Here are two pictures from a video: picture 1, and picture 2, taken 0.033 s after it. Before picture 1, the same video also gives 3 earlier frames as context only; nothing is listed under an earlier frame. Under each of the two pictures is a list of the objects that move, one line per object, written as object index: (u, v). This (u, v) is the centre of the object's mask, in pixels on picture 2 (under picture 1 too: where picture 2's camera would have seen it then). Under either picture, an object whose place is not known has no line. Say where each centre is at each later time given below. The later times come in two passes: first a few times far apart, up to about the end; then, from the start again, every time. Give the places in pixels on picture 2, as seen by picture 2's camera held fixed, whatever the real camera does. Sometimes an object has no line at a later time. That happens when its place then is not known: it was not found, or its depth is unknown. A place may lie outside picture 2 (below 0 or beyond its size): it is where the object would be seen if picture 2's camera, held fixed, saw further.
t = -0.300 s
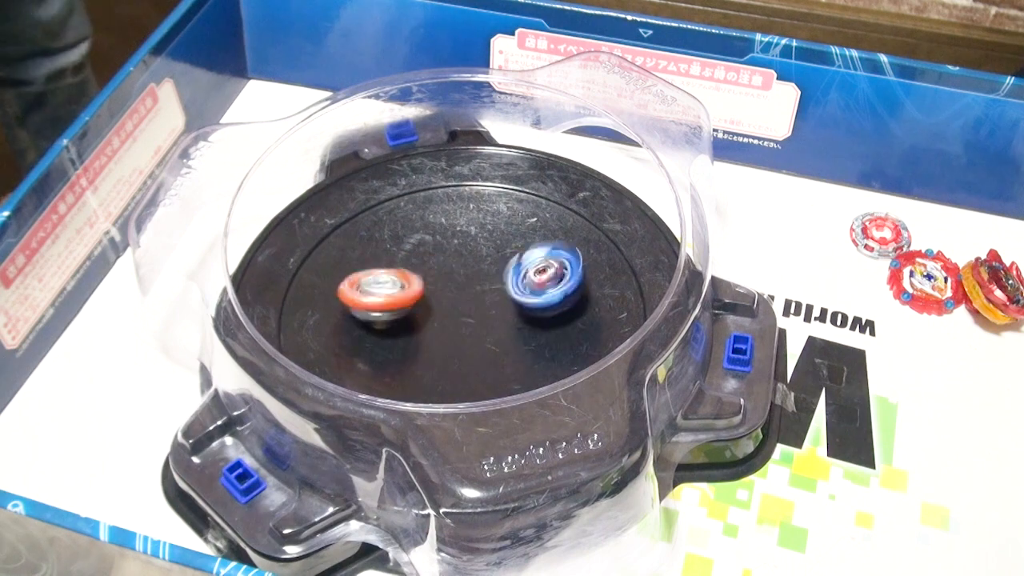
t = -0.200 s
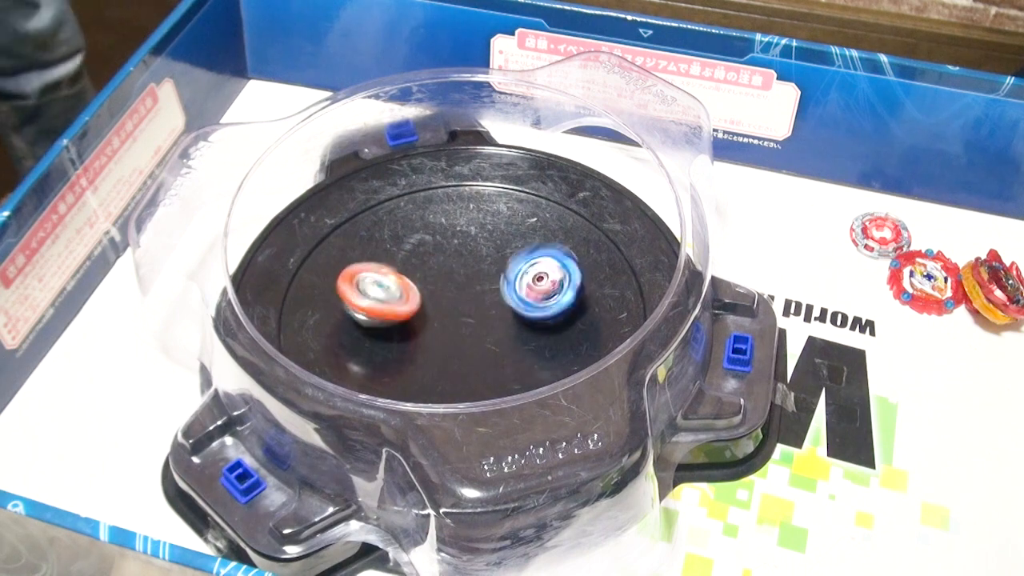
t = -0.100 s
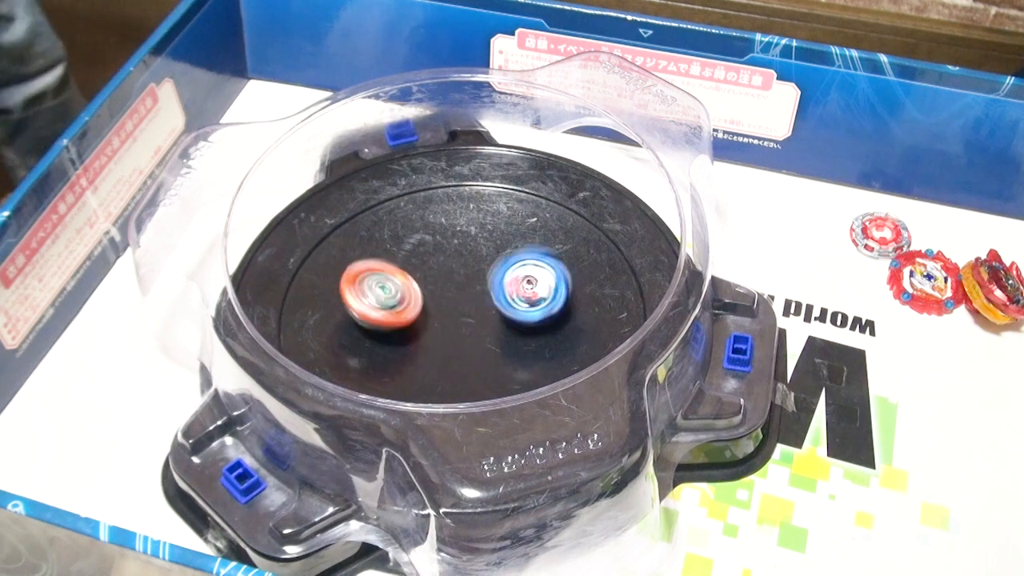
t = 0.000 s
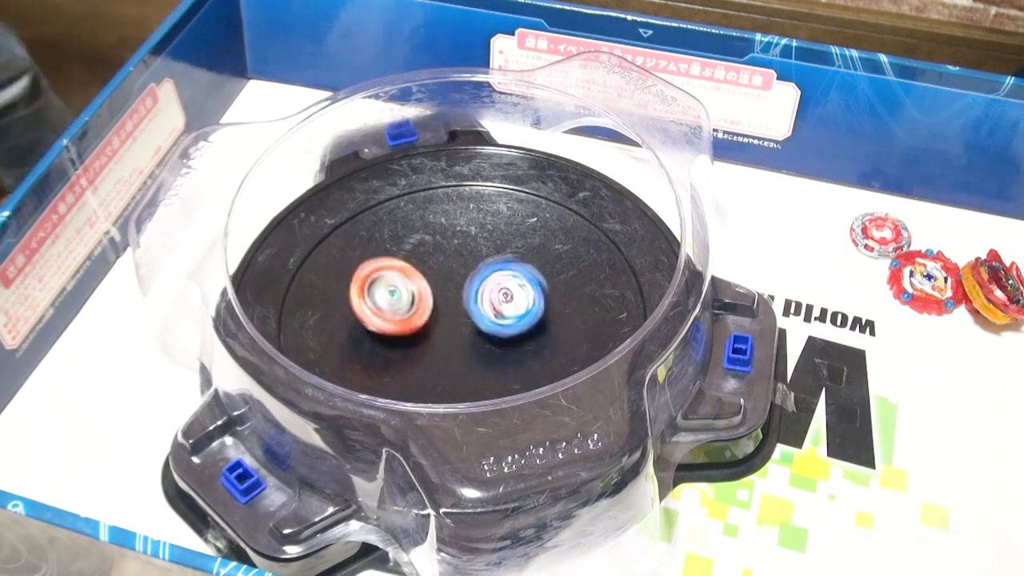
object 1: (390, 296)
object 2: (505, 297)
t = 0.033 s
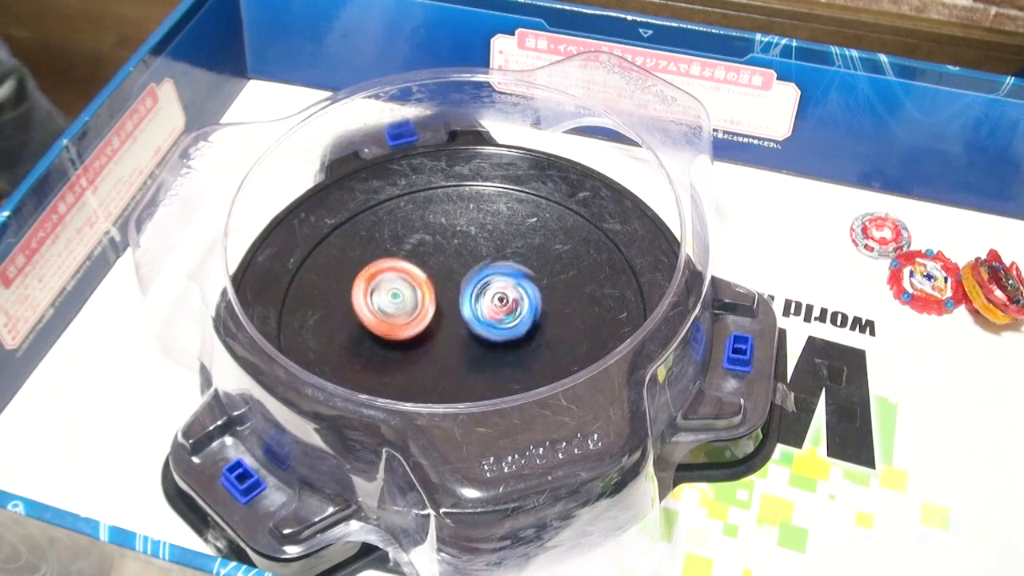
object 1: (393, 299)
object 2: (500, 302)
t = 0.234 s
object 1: (407, 295)
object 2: (492, 338)
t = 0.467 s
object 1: (422, 313)
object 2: (492, 361)
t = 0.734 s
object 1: (413, 319)
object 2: (503, 342)
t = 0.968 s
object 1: (413, 304)
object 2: (495, 326)
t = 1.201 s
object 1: (418, 298)
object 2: (491, 332)
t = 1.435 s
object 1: (415, 300)
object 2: (491, 336)
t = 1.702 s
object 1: (415, 294)
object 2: (503, 328)
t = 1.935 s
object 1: (430, 297)
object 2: (509, 329)
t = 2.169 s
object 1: (428, 298)
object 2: (522, 338)
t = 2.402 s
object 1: (441, 306)
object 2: (517, 333)
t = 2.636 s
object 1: (433, 299)
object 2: (514, 334)
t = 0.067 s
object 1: (397, 297)
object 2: (496, 307)
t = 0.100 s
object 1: (403, 299)
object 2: (492, 311)
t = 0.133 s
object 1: (406, 300)
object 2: (489, 317)
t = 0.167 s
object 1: (406, 297)
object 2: (491, 324)
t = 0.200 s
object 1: (405, 297)
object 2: (493, 332)
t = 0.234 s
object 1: (407, 295)
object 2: (492, 338)
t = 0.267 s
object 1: (410, 297)
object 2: (493, 346)
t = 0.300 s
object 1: (411, 299)
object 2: (493, 351)
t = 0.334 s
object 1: (415, 300)
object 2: (494, 355)
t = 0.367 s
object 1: (418, 304)
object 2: (494, 358)
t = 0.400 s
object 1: (420, 306)
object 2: (495, 360)
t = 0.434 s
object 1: (422, 310)
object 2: (493, 361)
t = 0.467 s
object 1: (422, 313)
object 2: (492, 361)
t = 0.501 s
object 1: (423, 315)
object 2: (491, 360)
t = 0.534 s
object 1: (424, 319)
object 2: (490, 360)
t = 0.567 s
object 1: (424, 322)
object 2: (489, 358)
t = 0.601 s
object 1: (421, 324)
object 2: (491, 356)
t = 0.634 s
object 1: (418, 323)
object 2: (496, 352)
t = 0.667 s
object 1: (419, 323)
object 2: (497, 347)
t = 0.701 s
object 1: (416, 321)
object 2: (499, 345)
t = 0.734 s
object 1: (413, 319)
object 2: (503, 342)
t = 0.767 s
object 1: (415, 318)
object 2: (503, 338)
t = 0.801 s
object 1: (416, 317)
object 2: (498, 335)
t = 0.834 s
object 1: (416, 316)
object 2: (494, 334)
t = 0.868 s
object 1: (416, 316)
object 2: (494, 333)
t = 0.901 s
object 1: (416, 314)
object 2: (495, 330)
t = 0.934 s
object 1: (417, 311)
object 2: (494, 325)
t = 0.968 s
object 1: (413, 304)
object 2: (495, 326)
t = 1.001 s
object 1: (409, 297)
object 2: (503, 329)
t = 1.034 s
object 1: (410, 293)
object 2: (511, 328)
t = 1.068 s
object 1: (413, 293)
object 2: (512, 326)
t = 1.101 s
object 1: (416, 295)
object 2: (507, 323)
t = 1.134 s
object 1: (416, 298)
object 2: (499, 323)
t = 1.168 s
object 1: (417, 299)
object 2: (493, 327)
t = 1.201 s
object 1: (418, 298)
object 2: (491, 332)
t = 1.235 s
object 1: (420, 295)
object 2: (496, 334)
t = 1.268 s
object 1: (422, 295)
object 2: (499, 335)
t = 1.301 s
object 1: (423, 298)
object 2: (496, 333)
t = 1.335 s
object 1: (420, 300)
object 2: (495, 333)
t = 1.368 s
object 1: (419, 298)
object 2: (495, 335)
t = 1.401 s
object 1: (417, 299)
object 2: (494, 336)
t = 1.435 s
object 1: (415, 300)
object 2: (491, 336)
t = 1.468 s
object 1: (415, 300)
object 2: (489, 336)
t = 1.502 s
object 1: (415, 300)
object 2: (486, 334)
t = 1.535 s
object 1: (415, 301)
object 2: (486, 334)
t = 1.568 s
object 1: (414, 300)
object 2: (486, 332)
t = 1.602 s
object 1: (414, 299)
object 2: (487, 331)
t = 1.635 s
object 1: (411, 297)
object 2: (495, 332)
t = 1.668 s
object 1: (411, 294)
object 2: (501, 330)
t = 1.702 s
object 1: (415, 294)
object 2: (503, 328)
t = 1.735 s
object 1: (420, 297)
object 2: (502, 325)
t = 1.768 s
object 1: (421, 298)
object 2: (501, 326)
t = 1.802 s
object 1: (423, 299)
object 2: (500, 325)
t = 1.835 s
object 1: (421, 293)
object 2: (499, 327)
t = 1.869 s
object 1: (424, 290)
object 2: (506, 328)
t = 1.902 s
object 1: (427, 292)
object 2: (510, 328)
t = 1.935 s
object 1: (430, 297)
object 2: (509, 329)
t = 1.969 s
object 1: (430, 302)
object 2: (507, 329)
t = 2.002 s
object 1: (427, 301)
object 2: (511, 331)
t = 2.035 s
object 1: (426, 299)
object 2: (515, 332)
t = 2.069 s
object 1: (424, 298)
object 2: (517, 334)
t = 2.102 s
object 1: (426, 298)
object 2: (519, 335)
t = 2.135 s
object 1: (427, 298)
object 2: (521, 336)
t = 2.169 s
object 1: (428, 298)
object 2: (522, 338)
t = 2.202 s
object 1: (429, 298)
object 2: (522, 339)
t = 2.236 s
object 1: (431, 296)
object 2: (522, 339)
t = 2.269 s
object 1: (433, 298)
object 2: (522, 338)
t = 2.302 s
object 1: (438, 298)
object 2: (521, 336)
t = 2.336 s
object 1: (441, 301)
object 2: (519, 335)
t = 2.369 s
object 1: (443, 303)
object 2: (518, 334)
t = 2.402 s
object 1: (441, 306)
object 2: (517, 333)
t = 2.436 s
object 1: (438, 309)
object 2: (516, 334)
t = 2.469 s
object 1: (437, 308)
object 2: (514, 333)
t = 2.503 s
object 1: (437, 307)
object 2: (514, 333)
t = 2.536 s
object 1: (433, 306)
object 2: (514, 334)
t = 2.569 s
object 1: (430, 302)
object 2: (516, 335)
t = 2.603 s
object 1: (430, 300)
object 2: (515, 334)
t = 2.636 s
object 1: (433, 299)
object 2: (514, 334)
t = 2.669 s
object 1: (435, 299)
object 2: (511, 333)
